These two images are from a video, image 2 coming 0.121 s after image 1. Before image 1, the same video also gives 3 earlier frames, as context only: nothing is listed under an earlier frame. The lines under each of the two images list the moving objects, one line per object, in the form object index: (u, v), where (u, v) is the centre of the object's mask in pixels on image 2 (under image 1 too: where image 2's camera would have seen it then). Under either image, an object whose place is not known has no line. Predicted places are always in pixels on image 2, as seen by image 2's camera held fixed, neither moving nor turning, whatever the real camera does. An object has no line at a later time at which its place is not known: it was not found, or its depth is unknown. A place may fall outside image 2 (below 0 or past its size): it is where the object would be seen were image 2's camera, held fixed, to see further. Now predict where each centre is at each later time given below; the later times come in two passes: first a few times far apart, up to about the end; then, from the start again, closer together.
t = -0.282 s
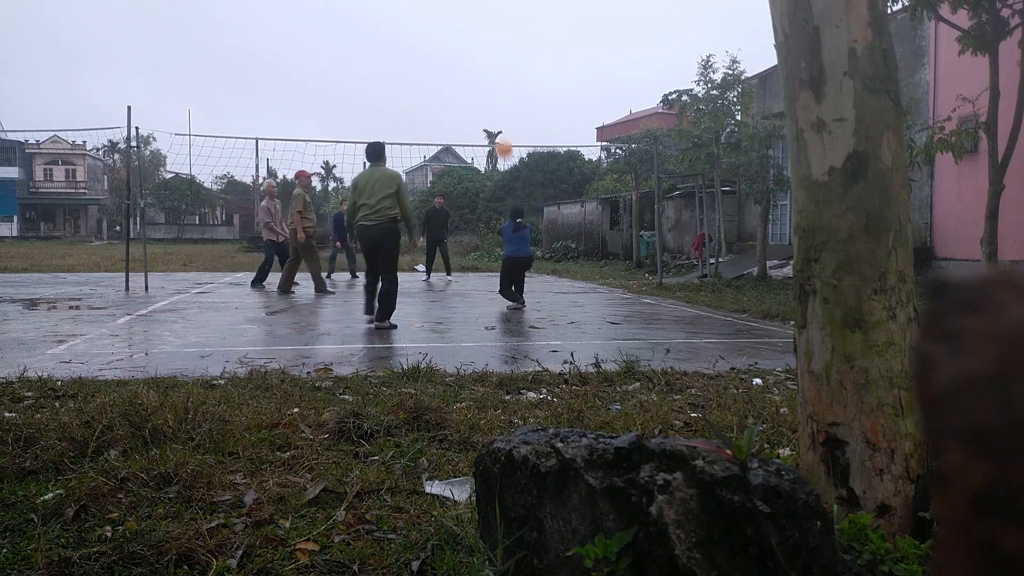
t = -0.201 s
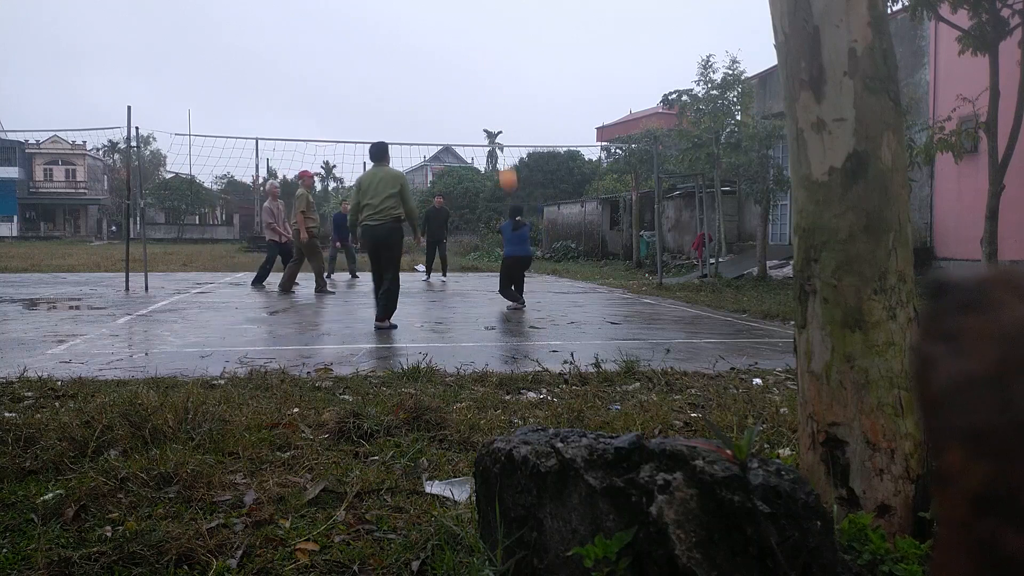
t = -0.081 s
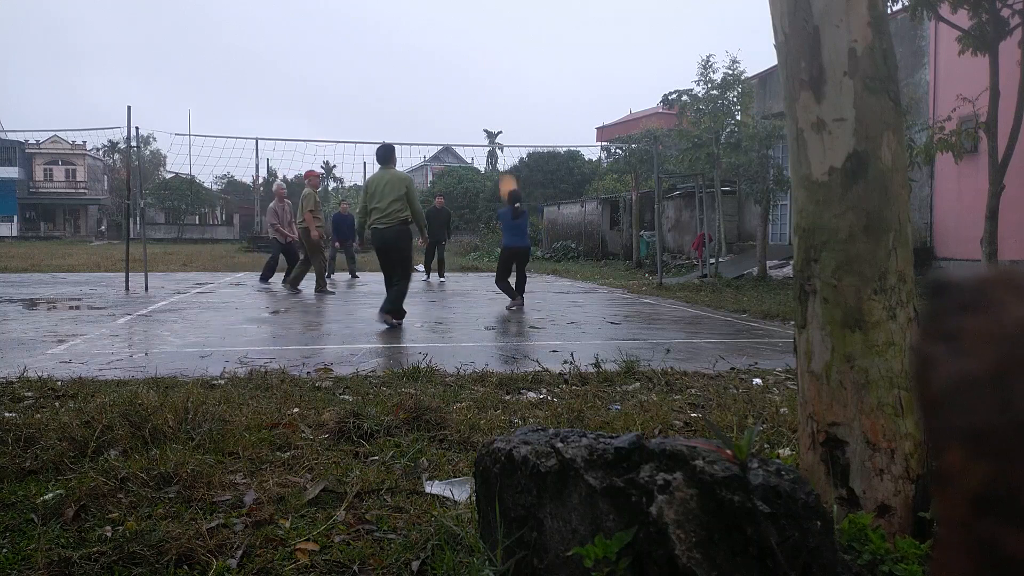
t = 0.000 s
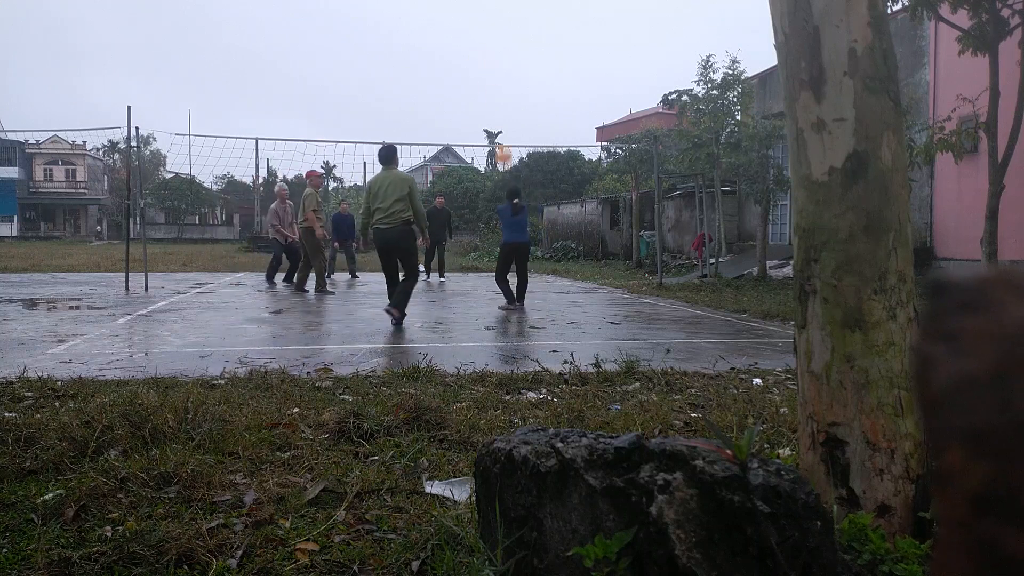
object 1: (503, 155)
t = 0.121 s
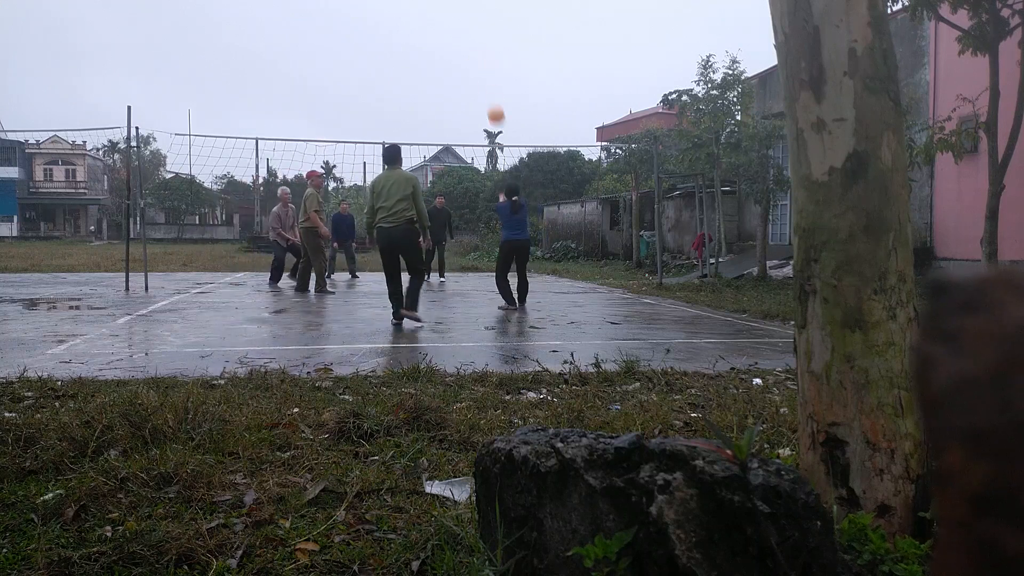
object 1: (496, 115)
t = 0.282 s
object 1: (484, 68)
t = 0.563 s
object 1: (468, 41)
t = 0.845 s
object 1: (453, 66)
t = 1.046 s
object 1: (445, 105)
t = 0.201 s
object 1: (491, 94)
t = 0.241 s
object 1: (486, 75)
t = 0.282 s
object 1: (484, 68)
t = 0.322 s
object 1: (482, 61)
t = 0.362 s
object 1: (480, 56)
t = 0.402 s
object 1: (478, 51)
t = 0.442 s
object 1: (476, 47)
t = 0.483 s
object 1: (472, 42)
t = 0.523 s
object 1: (470, 41)
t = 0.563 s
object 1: (468, 41)
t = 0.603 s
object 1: (466, 41)
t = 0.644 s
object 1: (464, 42)
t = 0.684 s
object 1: (460, 47)
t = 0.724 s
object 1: (458, 51)
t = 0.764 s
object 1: (457, 55)
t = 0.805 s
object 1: (455, 60)
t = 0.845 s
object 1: (453, 66)
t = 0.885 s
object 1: (451, 72)
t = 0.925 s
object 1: (450, 79)
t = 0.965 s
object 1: (448, 87)
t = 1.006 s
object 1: (447, 95)
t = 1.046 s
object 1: (445, 105)
